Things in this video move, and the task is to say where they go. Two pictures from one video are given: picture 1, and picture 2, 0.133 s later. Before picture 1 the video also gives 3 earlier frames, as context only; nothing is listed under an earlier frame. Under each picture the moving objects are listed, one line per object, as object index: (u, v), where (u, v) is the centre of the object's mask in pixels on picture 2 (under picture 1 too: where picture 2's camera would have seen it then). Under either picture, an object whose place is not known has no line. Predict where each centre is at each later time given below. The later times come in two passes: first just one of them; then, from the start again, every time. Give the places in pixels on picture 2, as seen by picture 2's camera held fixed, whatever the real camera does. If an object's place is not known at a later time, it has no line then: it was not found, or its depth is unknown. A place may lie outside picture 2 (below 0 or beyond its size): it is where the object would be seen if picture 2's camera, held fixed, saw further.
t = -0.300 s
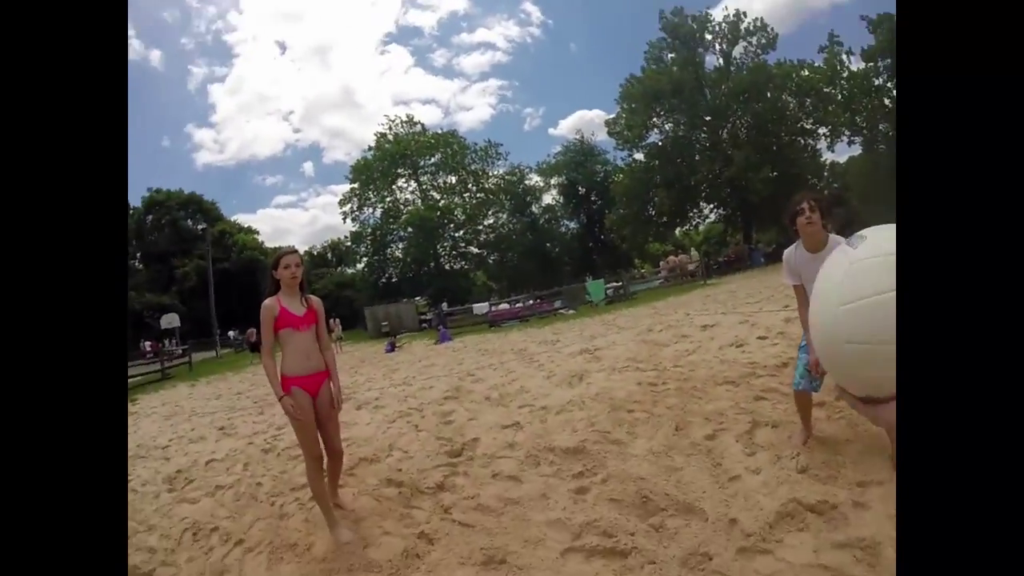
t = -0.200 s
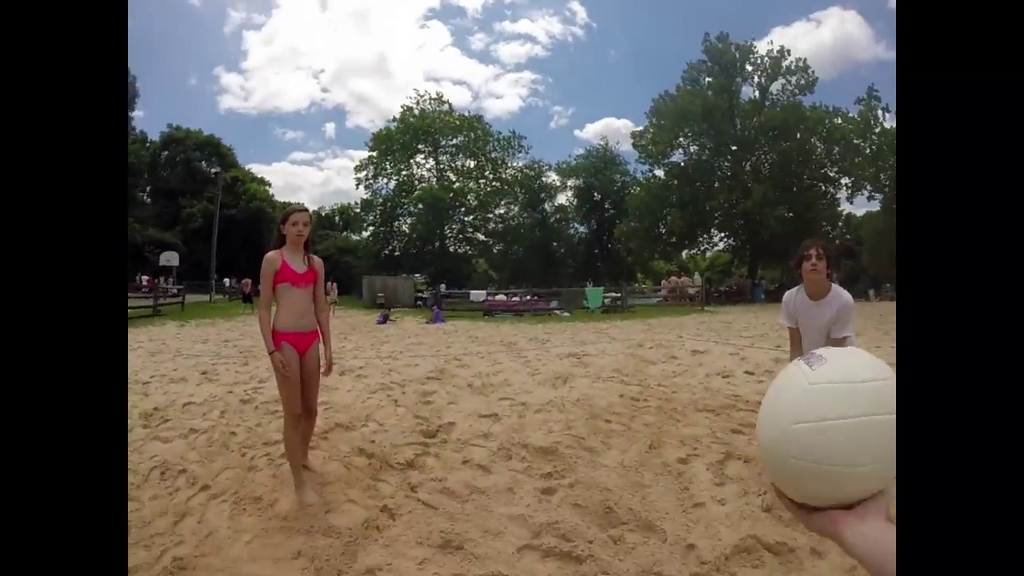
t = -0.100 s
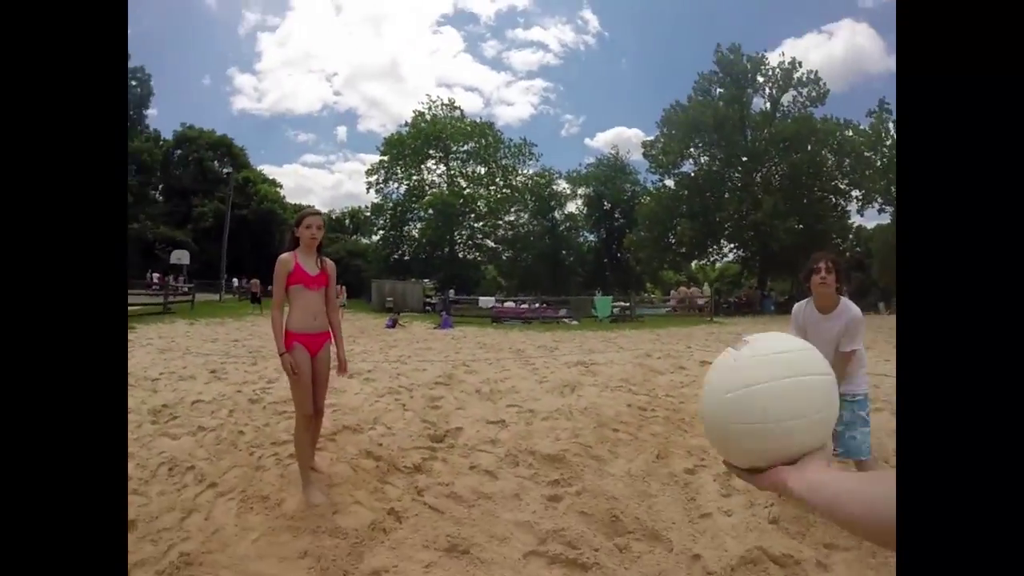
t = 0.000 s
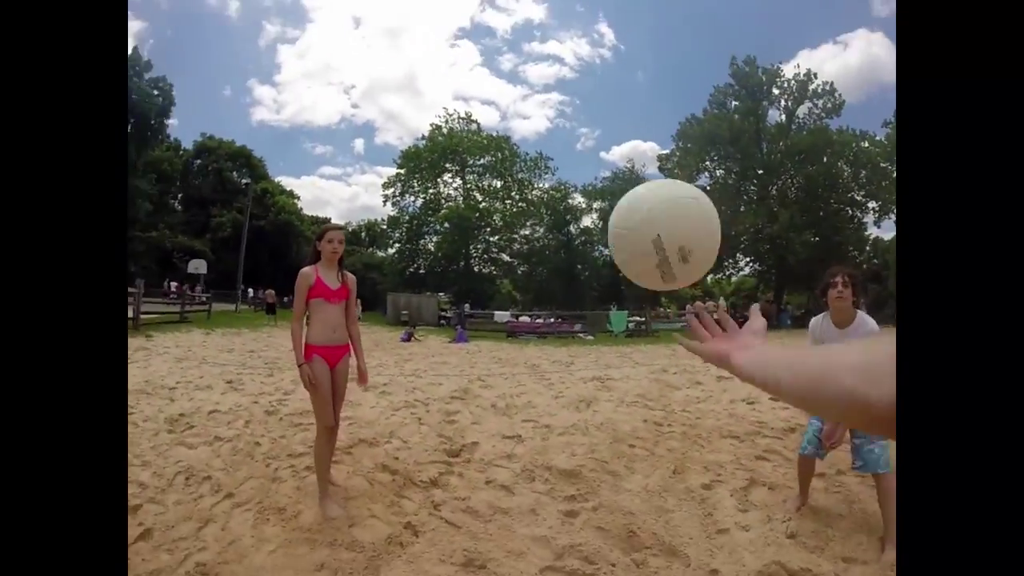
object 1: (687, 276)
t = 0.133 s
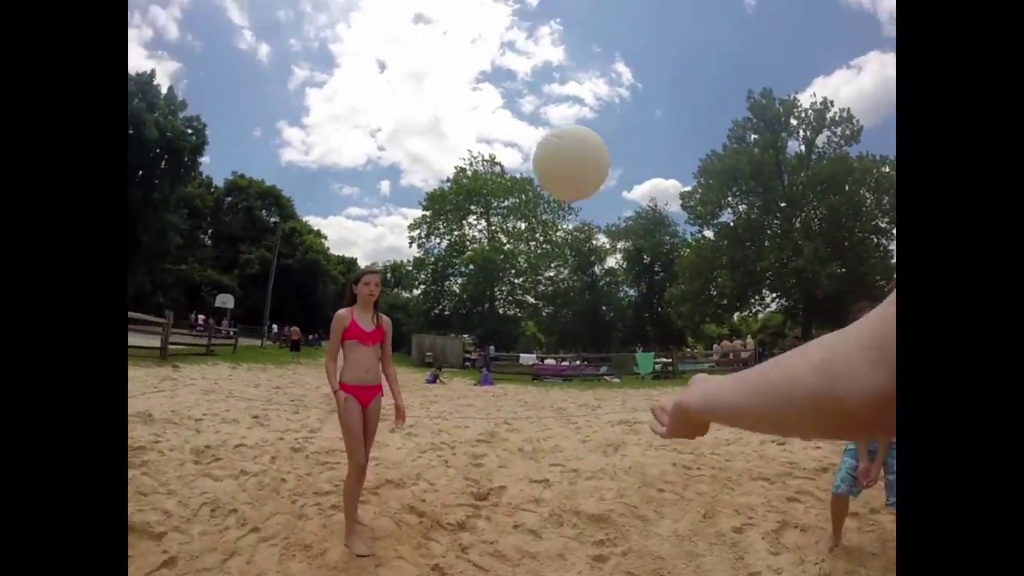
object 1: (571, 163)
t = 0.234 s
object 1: (522, 157)
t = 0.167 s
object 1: (553, 157)
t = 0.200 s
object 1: (537, 155)
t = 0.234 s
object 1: (522, 157)
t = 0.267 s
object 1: (509, 160)
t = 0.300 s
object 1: (498, 164)
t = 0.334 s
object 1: (488, 169)
